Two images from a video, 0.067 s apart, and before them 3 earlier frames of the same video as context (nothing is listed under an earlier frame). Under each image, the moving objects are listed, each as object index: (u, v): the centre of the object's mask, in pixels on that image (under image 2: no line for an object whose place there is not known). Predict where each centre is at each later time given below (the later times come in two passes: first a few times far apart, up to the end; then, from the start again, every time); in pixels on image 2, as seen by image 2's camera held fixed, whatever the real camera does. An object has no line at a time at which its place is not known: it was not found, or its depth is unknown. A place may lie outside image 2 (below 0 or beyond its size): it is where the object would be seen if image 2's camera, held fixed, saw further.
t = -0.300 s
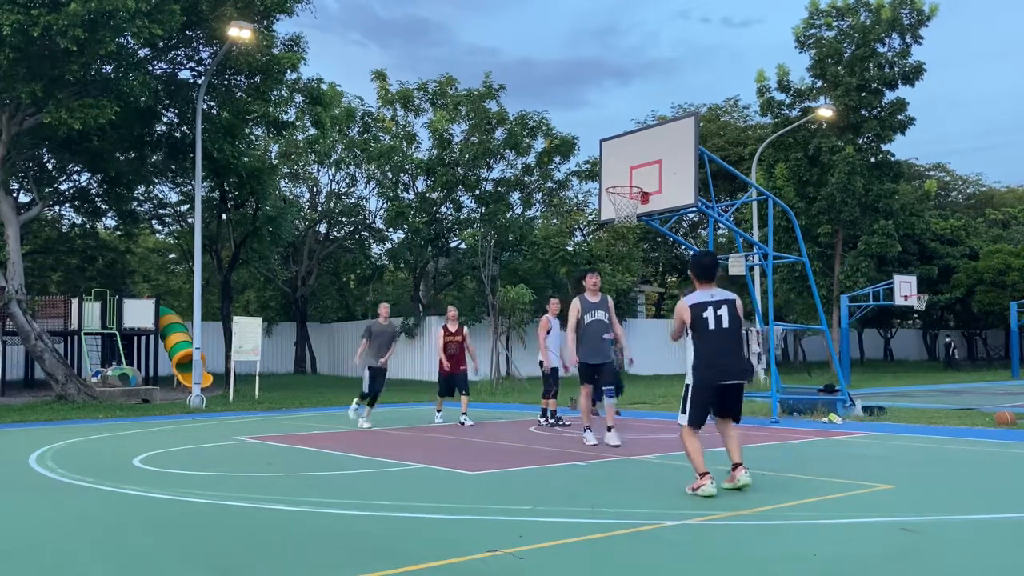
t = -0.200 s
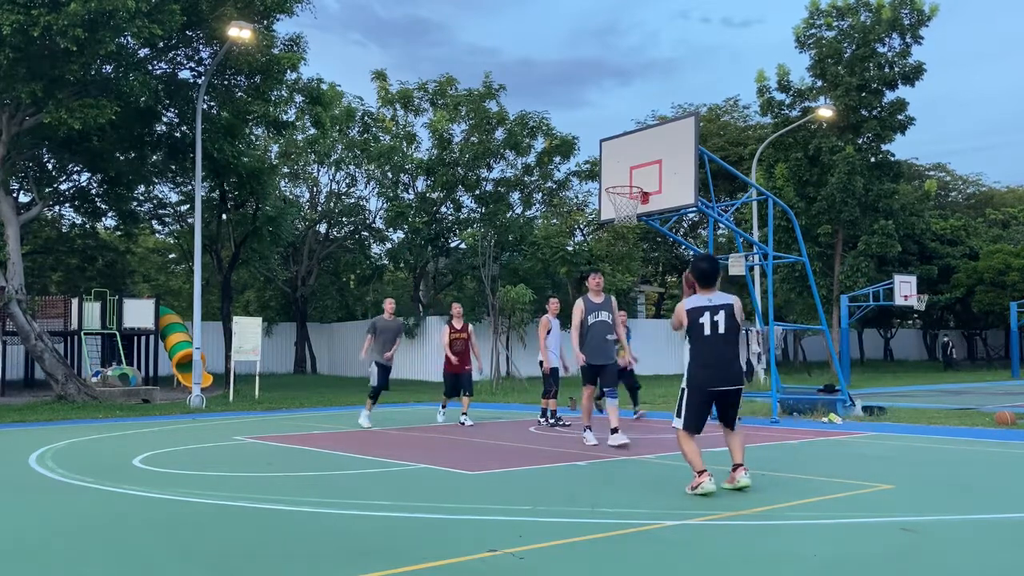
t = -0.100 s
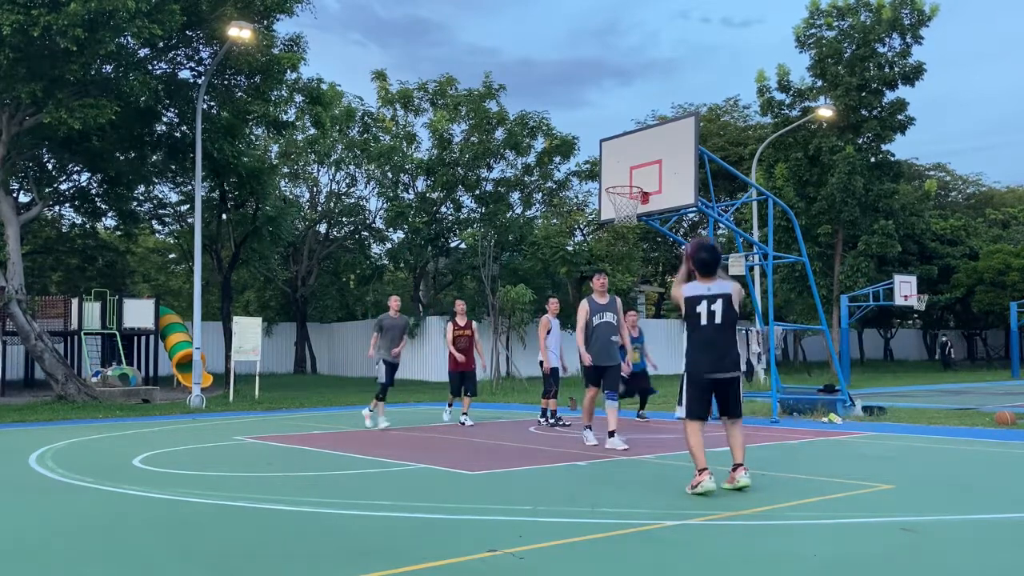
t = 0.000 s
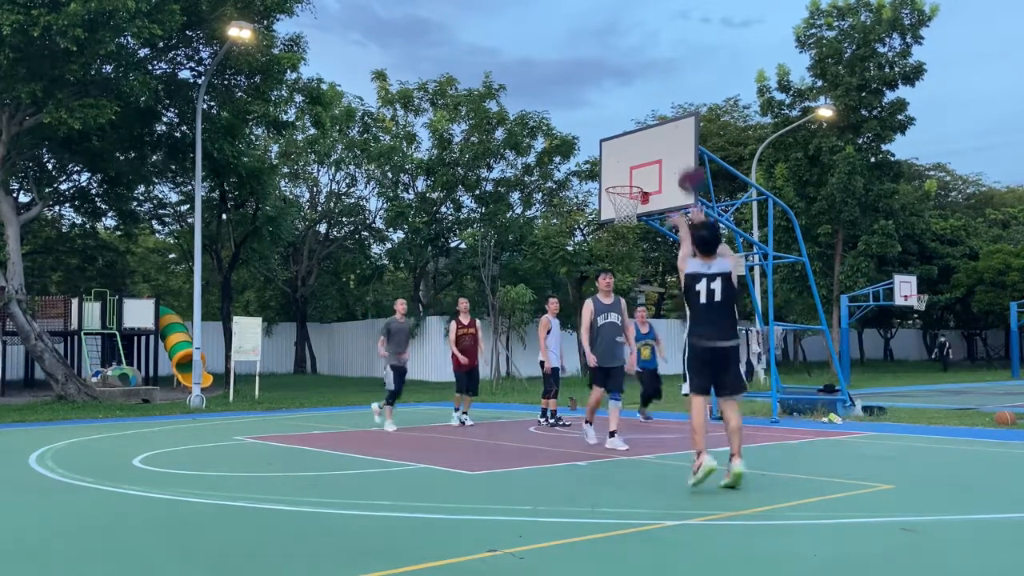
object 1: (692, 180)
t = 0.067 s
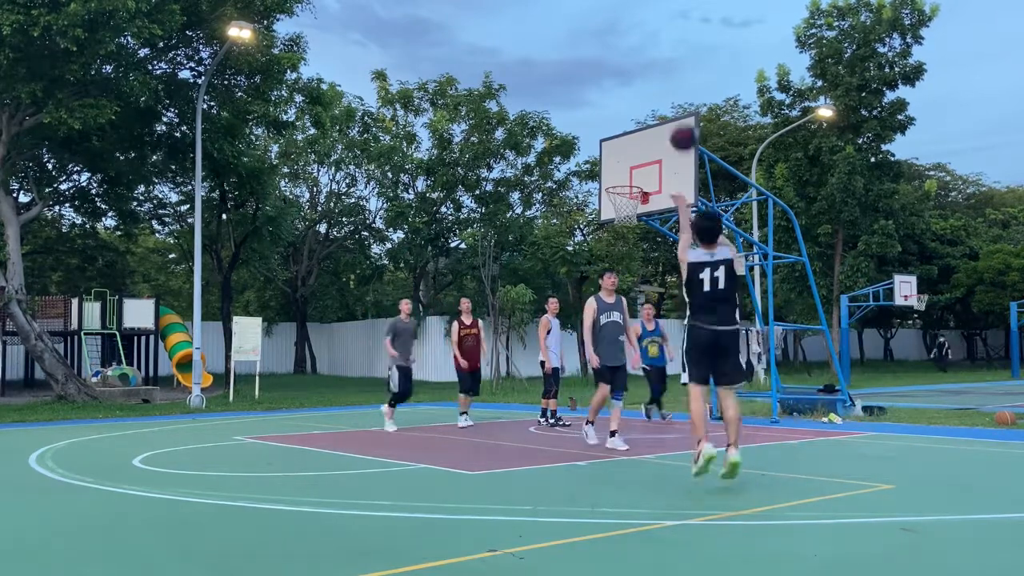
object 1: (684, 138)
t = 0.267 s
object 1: (663, 56)
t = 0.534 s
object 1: (644, 29)
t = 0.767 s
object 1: (633, 60)
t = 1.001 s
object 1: (624, 127)
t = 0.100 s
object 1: (680, 118)
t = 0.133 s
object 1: (677, 103)
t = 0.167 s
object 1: (673, 89)
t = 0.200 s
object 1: (669, 76)
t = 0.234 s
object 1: (666, 65)
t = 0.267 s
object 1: (663, 56)
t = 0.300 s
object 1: (660, 48)
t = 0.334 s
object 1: (658, 42)
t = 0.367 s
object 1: (655, 37)
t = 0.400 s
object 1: (653, 33)
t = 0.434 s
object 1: (650, 30)
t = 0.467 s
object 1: (648, 29)
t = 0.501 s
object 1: (646, 28)
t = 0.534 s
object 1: (644, 29)
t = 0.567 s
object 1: (642, 31)
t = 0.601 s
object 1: (640, 34)
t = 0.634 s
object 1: (639, 37)
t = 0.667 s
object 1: (637, 41)
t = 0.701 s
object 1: (636, 47)
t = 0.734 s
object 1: (634, 53)
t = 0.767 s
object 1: (633, 60)
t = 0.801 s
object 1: (631, 68)
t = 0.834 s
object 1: (630, 76)
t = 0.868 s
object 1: (629, 85)
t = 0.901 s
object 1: (628, 95)
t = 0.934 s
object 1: (626, 105)
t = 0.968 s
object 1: (625, 116)
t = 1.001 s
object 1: (624, 127)
